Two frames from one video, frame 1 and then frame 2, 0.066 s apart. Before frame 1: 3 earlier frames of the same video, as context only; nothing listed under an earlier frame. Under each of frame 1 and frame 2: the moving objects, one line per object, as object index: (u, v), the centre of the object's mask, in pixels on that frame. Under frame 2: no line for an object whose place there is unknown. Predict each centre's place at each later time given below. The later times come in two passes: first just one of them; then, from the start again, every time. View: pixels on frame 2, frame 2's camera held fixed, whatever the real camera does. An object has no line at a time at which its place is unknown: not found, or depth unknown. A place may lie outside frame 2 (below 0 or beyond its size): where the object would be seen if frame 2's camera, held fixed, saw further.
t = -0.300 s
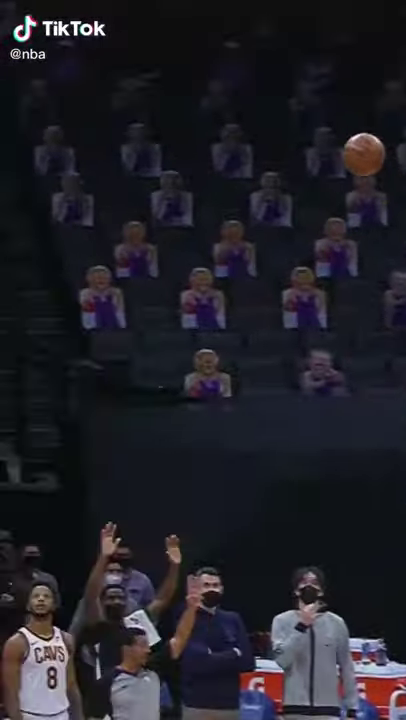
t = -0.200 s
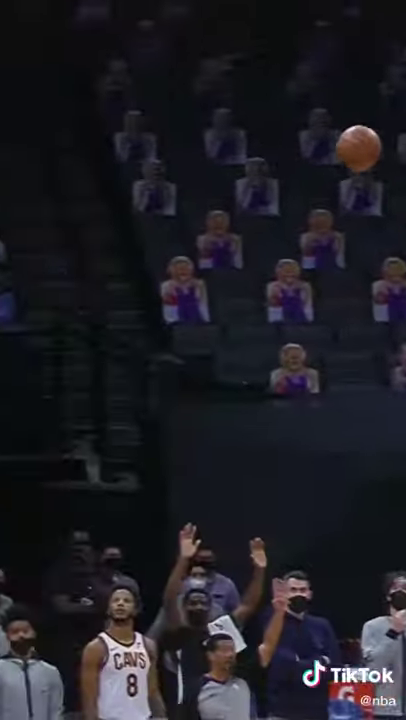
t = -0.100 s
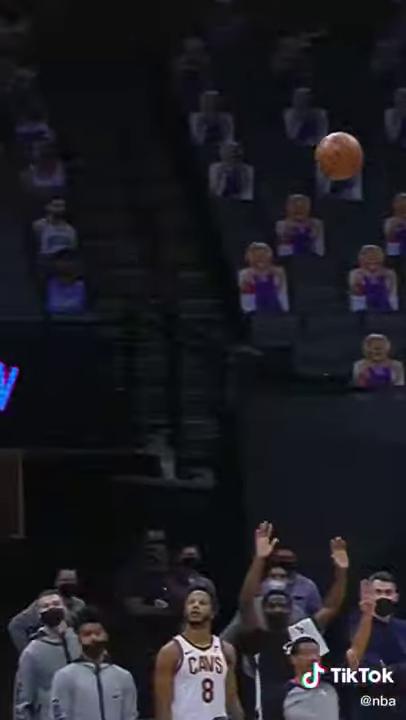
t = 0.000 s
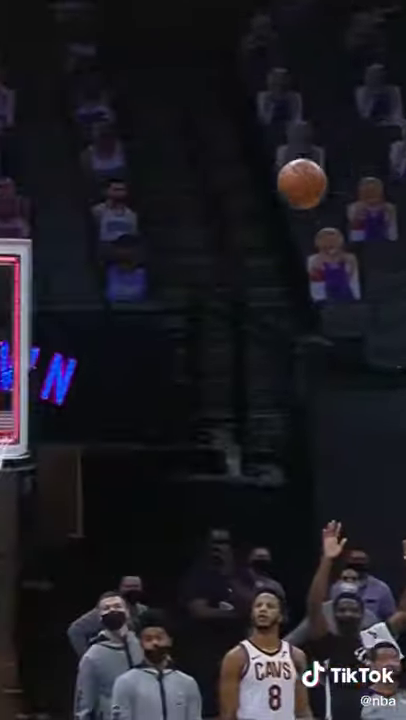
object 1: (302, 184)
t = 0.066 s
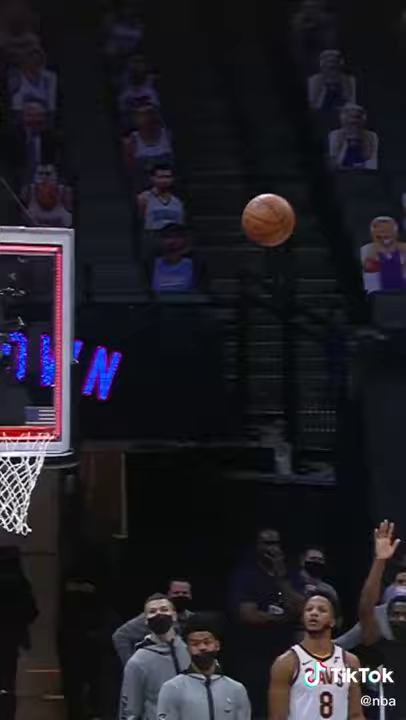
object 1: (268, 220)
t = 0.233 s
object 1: (64, 381)
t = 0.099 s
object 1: (235, 242)
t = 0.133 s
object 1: (185, 278)
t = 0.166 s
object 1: (148, 308)
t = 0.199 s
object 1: (99, 348)
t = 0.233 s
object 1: (64, 381)
